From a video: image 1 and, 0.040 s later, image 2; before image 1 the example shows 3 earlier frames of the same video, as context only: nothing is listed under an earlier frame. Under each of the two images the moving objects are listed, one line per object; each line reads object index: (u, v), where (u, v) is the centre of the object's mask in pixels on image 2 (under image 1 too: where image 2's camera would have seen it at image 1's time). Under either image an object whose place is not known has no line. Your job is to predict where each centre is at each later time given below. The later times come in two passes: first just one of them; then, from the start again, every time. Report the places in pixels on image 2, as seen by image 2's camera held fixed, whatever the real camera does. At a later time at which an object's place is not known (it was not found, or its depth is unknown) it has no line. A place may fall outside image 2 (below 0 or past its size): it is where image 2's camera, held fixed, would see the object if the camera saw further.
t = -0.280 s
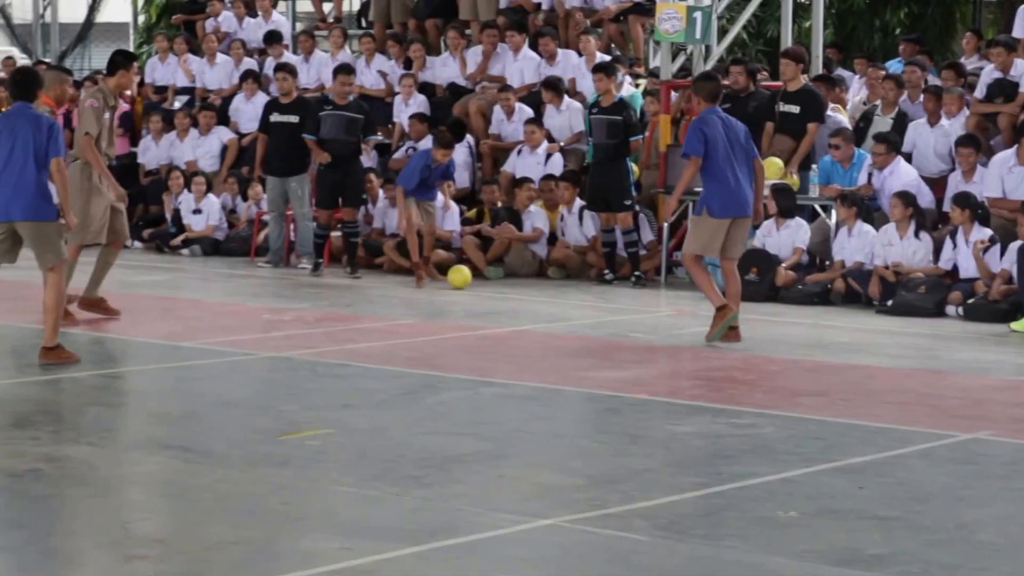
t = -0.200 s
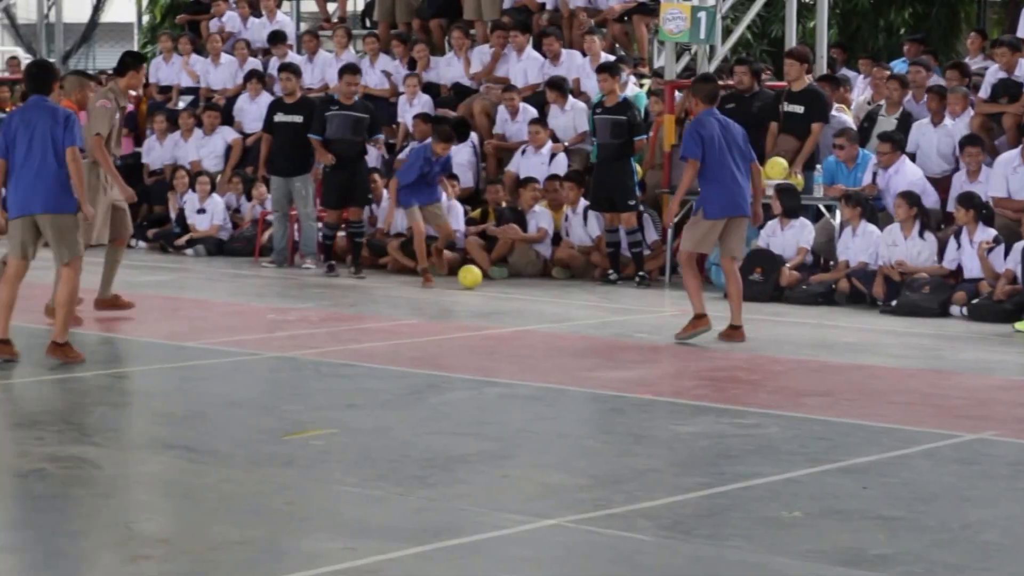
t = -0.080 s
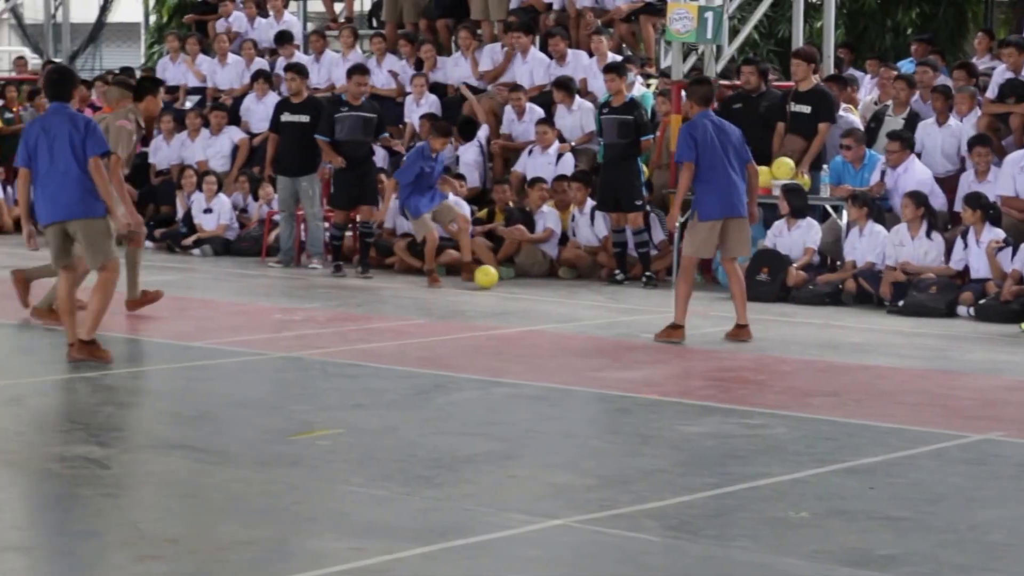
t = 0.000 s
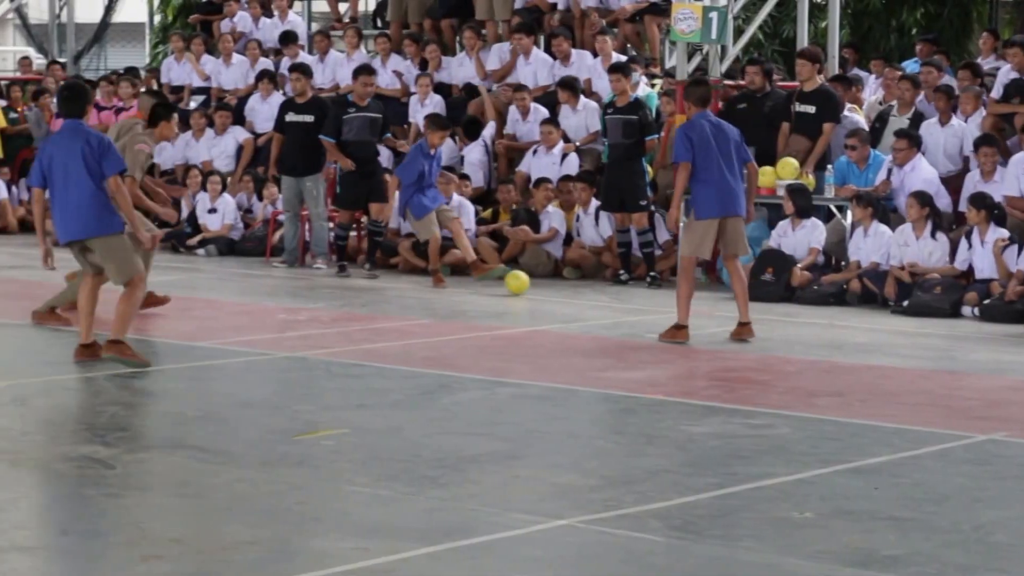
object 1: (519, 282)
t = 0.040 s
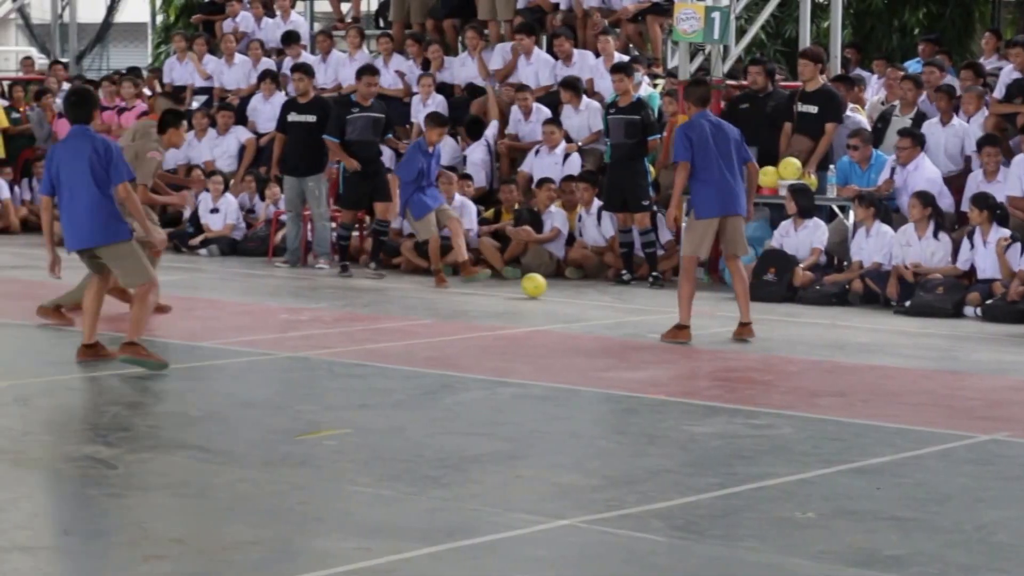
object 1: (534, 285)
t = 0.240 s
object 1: (605, 300)
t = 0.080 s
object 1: (548, 288)
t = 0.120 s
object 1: (562, 292)
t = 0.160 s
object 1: (576, 294)
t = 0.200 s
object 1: (591, 298)
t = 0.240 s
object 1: (605, 300)
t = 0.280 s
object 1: (621, 304)
